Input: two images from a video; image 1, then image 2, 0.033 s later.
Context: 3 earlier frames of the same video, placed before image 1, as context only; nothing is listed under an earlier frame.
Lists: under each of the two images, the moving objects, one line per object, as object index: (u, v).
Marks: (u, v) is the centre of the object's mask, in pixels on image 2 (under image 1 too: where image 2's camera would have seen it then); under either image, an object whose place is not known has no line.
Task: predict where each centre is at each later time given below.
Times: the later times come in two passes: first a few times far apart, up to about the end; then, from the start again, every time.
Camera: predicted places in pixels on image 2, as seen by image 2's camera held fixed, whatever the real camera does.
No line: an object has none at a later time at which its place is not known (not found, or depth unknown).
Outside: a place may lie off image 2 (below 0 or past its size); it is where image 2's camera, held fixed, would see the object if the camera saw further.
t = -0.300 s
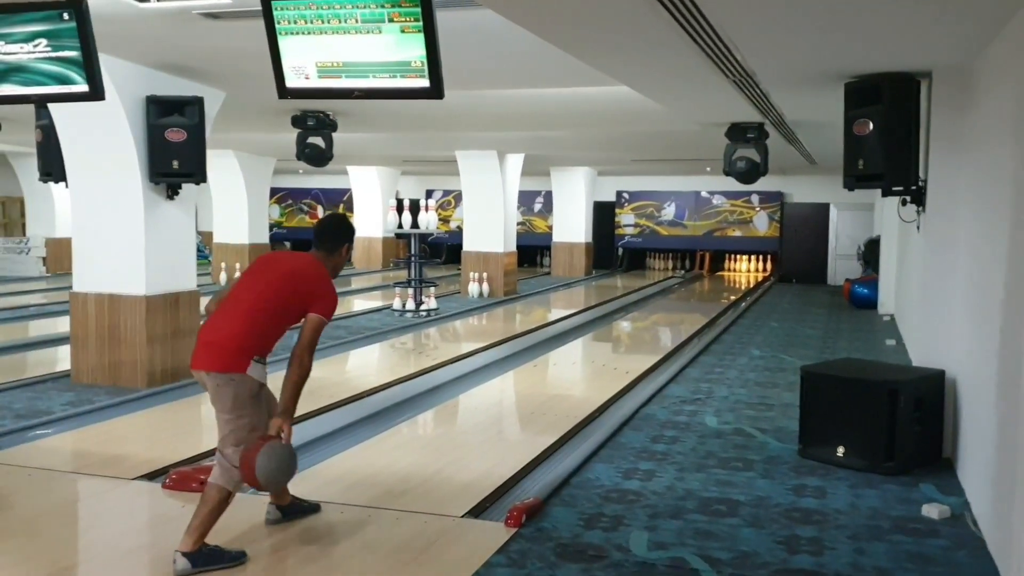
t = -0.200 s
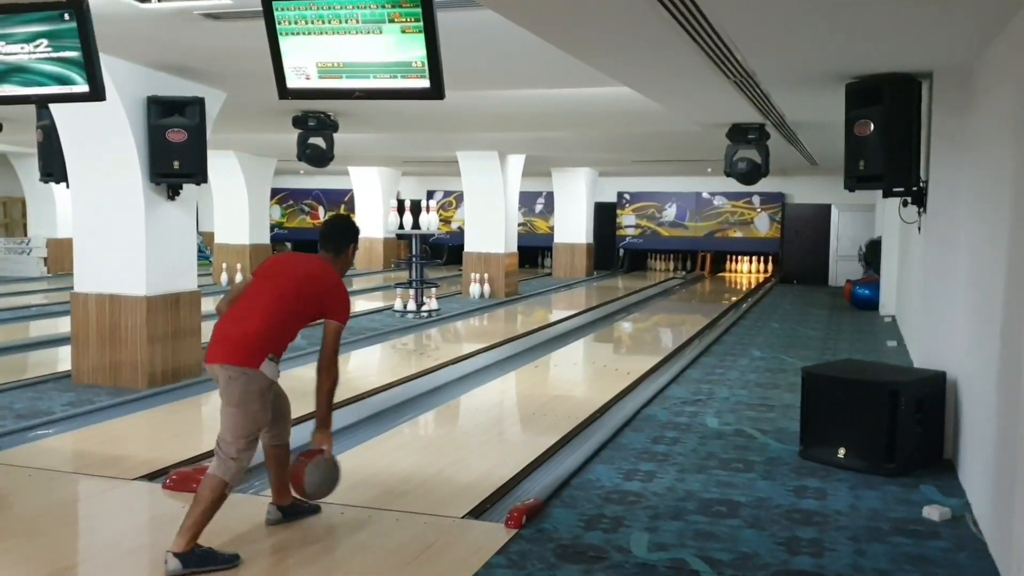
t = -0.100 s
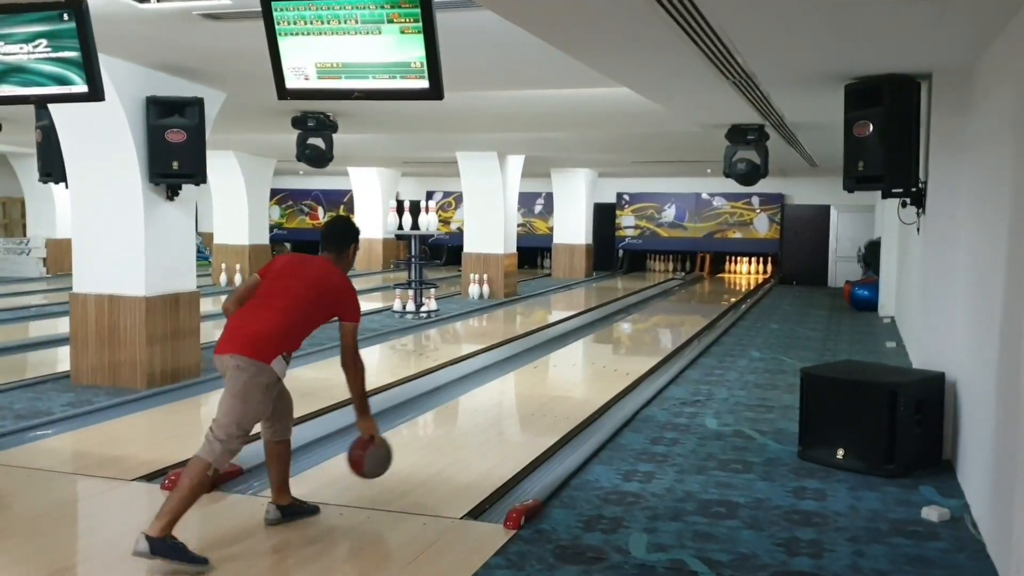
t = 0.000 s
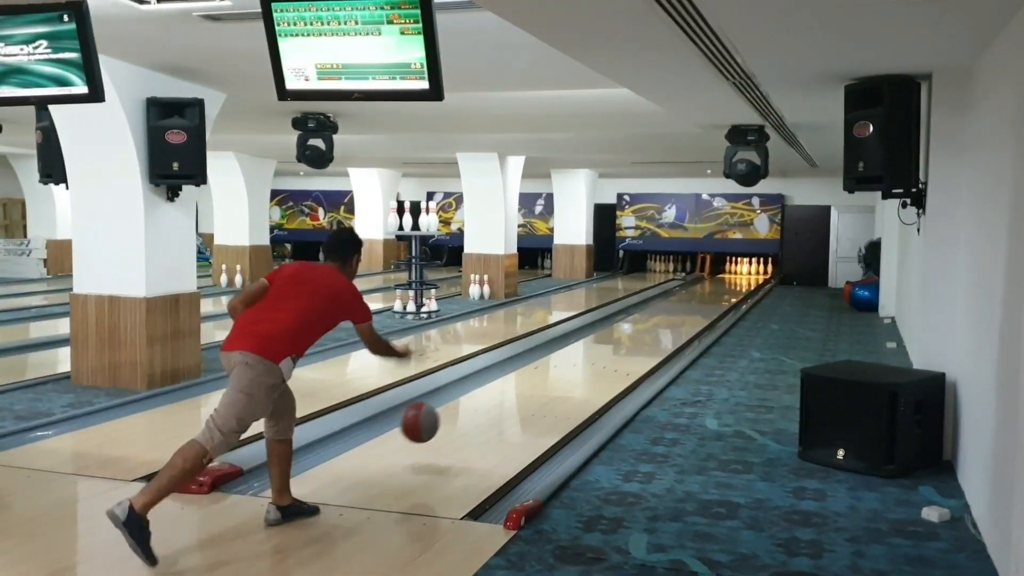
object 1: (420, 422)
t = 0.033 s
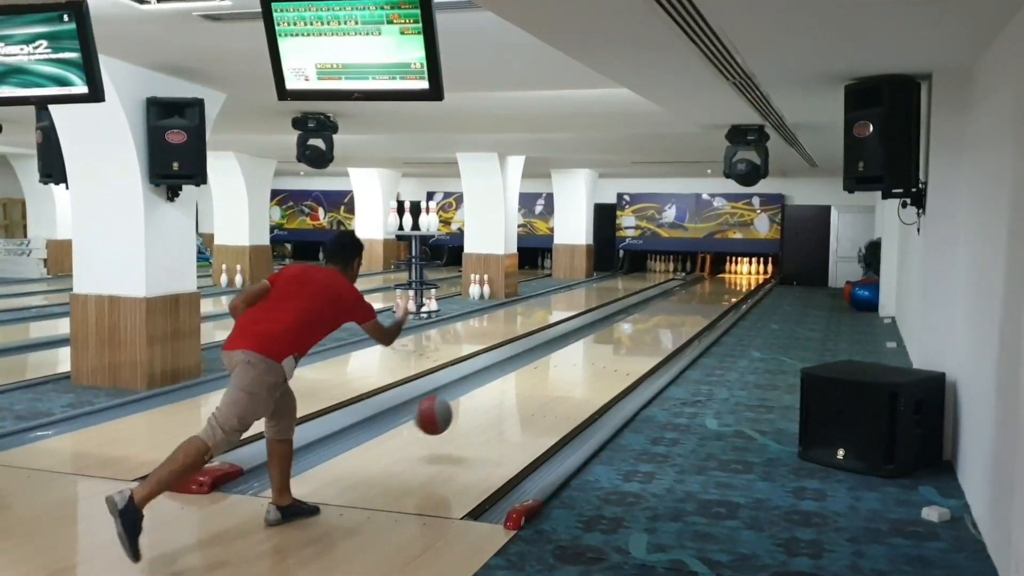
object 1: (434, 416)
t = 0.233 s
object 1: (500, 403)
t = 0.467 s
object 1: (552, 373)
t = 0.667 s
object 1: (584, 354)
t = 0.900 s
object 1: (612, 338)
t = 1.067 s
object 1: (626, 328)
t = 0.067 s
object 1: (446, 410)
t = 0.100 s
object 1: (458, 408)
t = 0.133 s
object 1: (470, 407)
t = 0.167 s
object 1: (480, 408)
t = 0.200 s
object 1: (490, 410)
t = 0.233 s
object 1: (500, 403)
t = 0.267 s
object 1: (518, 394)
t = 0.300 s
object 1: (522, 391)
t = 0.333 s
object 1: (525, 389)
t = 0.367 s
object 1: (533, 384)
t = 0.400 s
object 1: (540, 380)
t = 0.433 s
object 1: (546, 376)
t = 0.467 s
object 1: (552, 373)
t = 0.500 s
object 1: (559, 369)
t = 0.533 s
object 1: (564, 366)
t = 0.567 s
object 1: (570, 363)
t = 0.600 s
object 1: (574, 359)
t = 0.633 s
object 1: (579, 356)
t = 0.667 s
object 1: (584, 354)
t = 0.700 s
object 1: (588, 351)
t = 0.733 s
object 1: (593, 349)
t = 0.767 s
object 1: (596, 346)
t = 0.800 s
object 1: (600, 344)
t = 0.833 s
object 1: (604, 342)
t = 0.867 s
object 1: (608, 339)
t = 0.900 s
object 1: (612, 338)
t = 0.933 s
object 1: (616, 336)
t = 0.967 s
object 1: (618, 334)
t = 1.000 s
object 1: (621, 332)
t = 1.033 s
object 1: (625, 329)
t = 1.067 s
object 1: (626, 328)
